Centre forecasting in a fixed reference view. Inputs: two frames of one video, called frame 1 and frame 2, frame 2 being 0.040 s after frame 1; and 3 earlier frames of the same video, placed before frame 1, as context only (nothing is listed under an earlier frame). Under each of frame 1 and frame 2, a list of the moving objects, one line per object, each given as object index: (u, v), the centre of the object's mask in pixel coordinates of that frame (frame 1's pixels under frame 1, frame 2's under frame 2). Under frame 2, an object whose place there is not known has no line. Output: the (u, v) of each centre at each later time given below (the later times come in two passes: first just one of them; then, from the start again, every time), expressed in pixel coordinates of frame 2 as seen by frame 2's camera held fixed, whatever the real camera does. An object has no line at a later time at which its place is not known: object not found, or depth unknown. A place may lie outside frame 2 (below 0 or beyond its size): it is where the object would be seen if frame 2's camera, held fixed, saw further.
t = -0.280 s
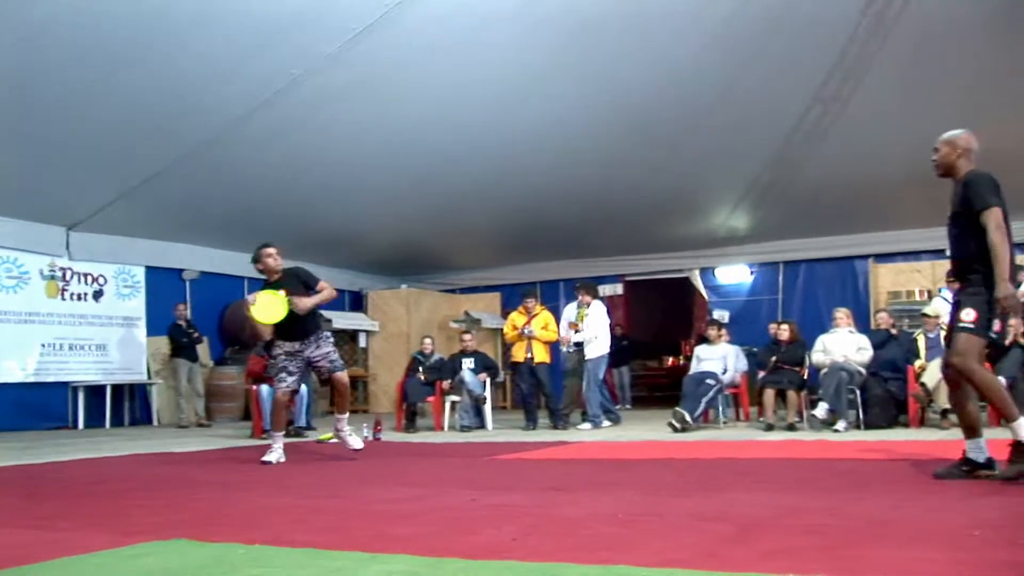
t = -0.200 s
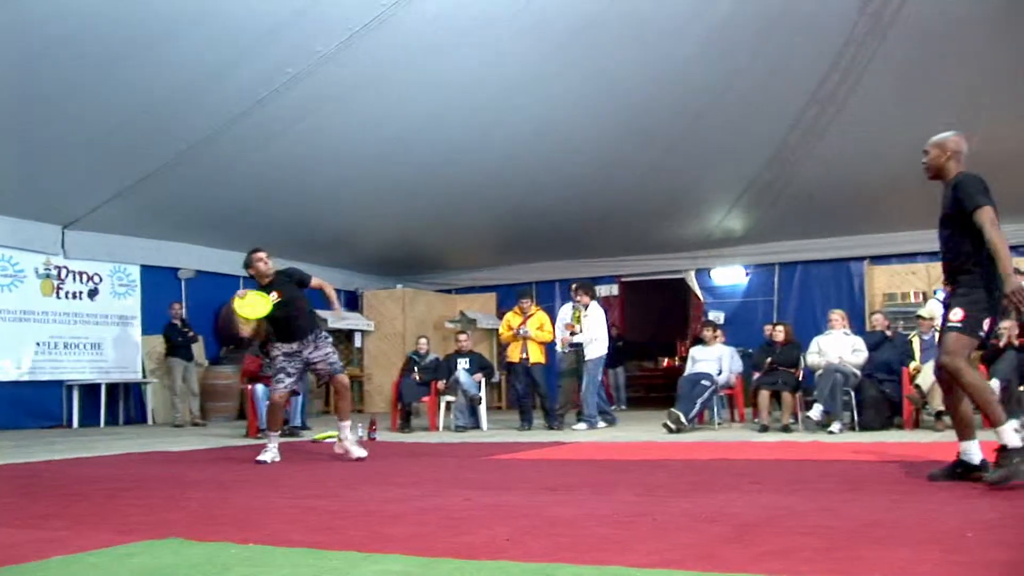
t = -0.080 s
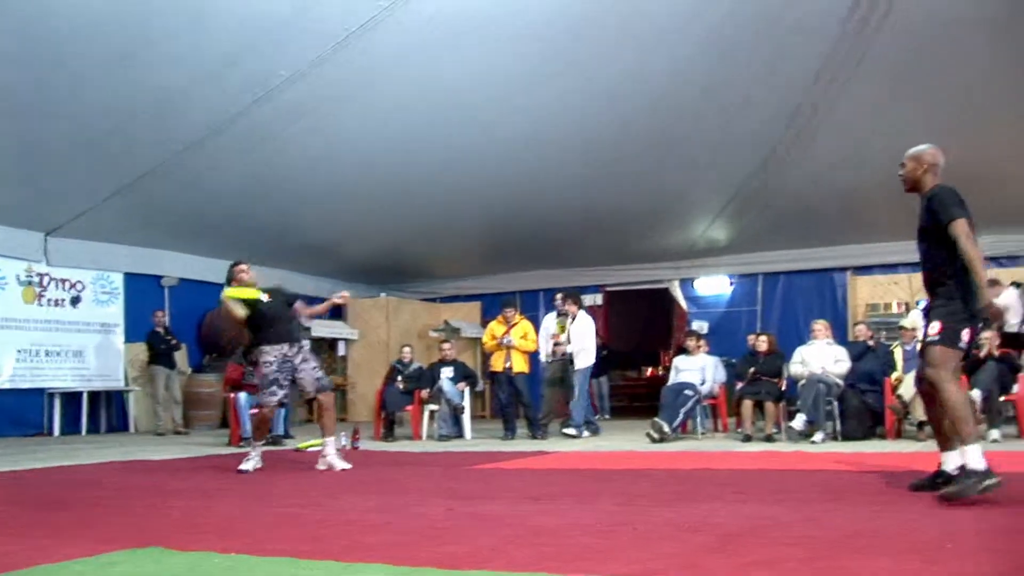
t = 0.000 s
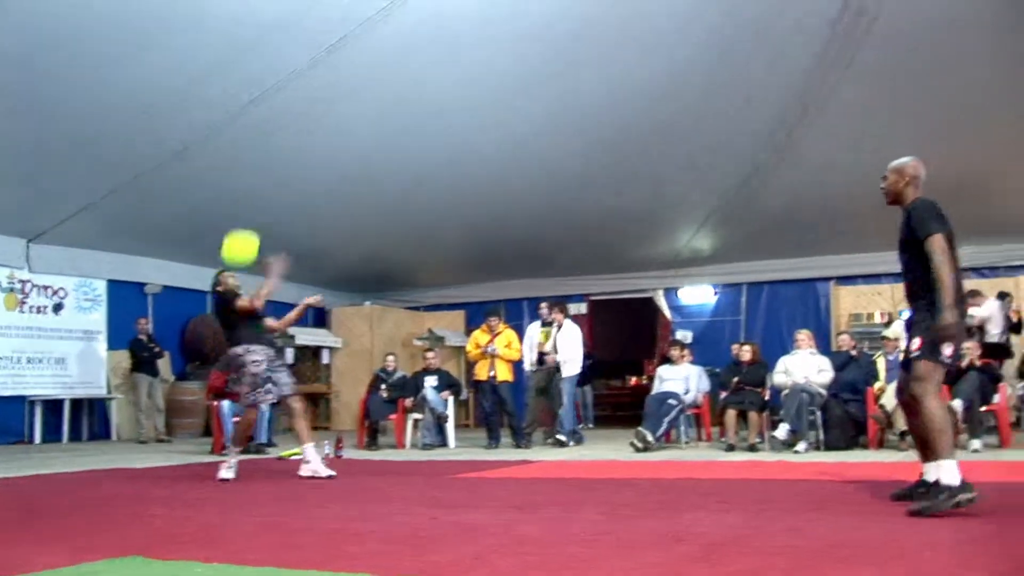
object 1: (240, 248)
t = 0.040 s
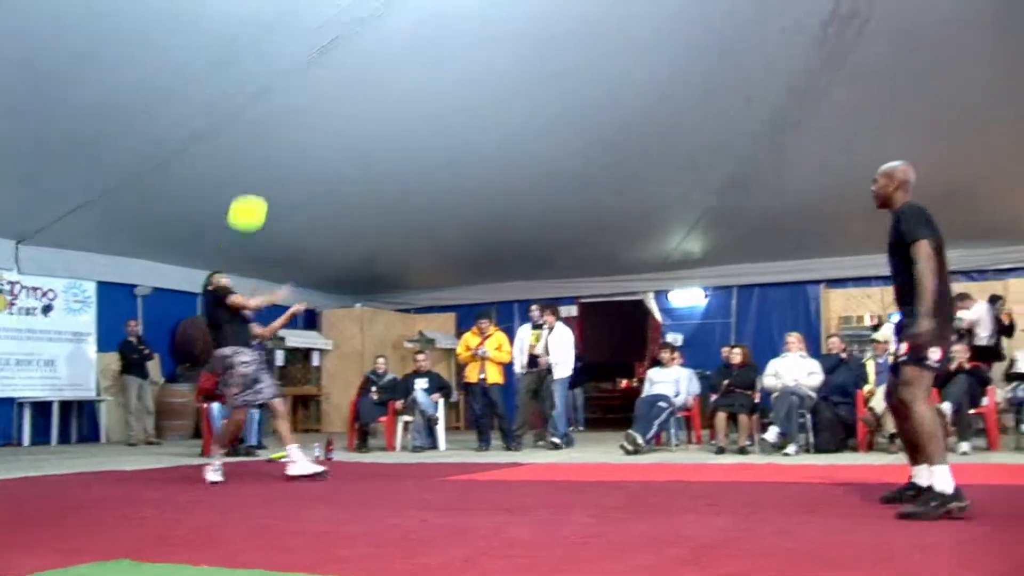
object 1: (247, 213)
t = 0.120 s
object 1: (283, 152)
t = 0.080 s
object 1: (265, 181)
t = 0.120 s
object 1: (283, 152)
